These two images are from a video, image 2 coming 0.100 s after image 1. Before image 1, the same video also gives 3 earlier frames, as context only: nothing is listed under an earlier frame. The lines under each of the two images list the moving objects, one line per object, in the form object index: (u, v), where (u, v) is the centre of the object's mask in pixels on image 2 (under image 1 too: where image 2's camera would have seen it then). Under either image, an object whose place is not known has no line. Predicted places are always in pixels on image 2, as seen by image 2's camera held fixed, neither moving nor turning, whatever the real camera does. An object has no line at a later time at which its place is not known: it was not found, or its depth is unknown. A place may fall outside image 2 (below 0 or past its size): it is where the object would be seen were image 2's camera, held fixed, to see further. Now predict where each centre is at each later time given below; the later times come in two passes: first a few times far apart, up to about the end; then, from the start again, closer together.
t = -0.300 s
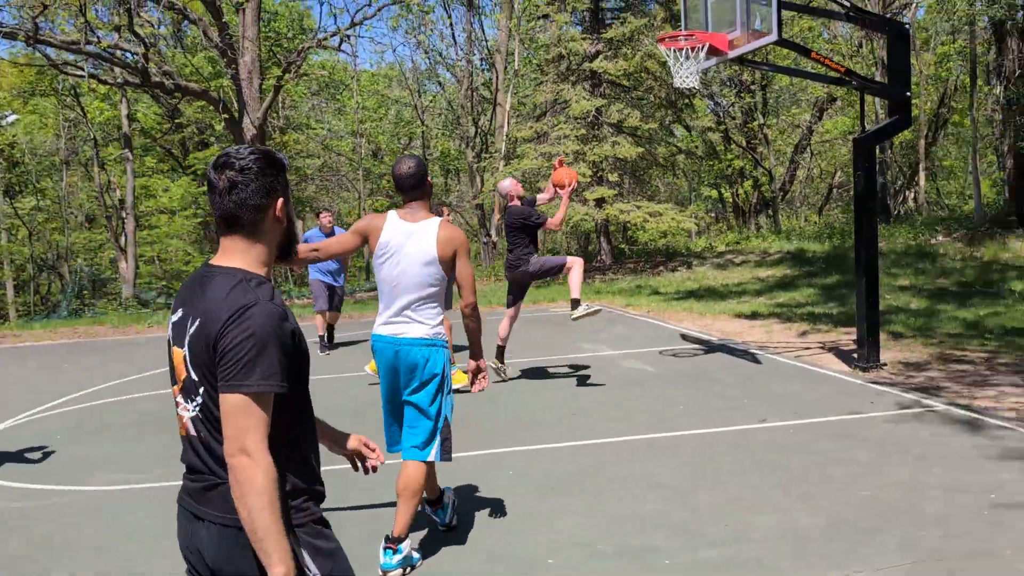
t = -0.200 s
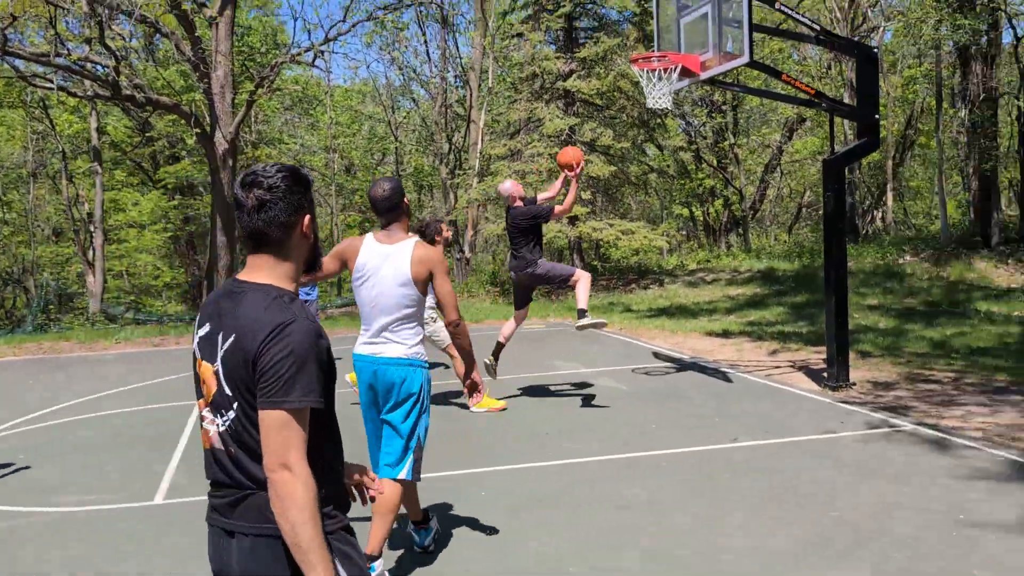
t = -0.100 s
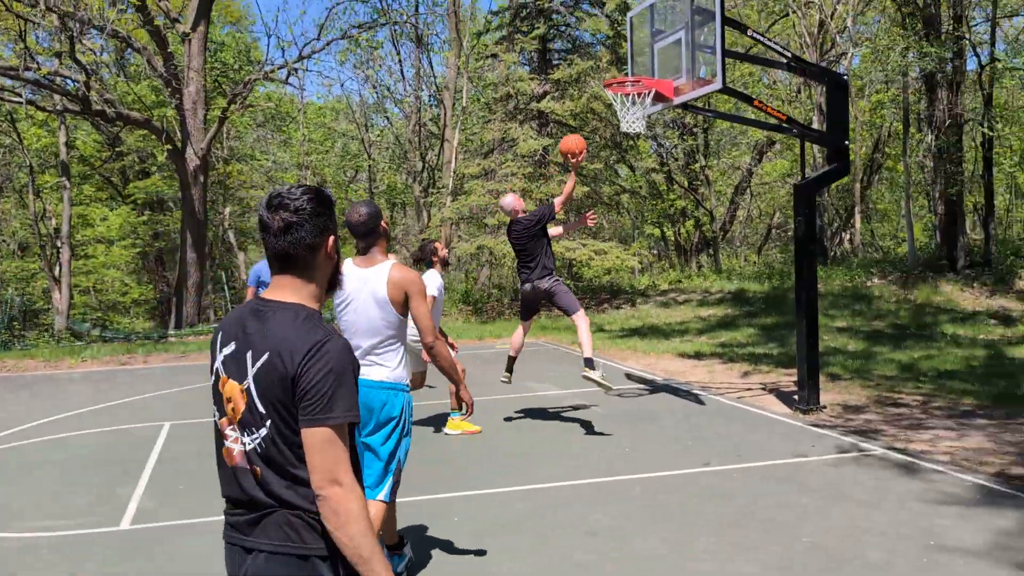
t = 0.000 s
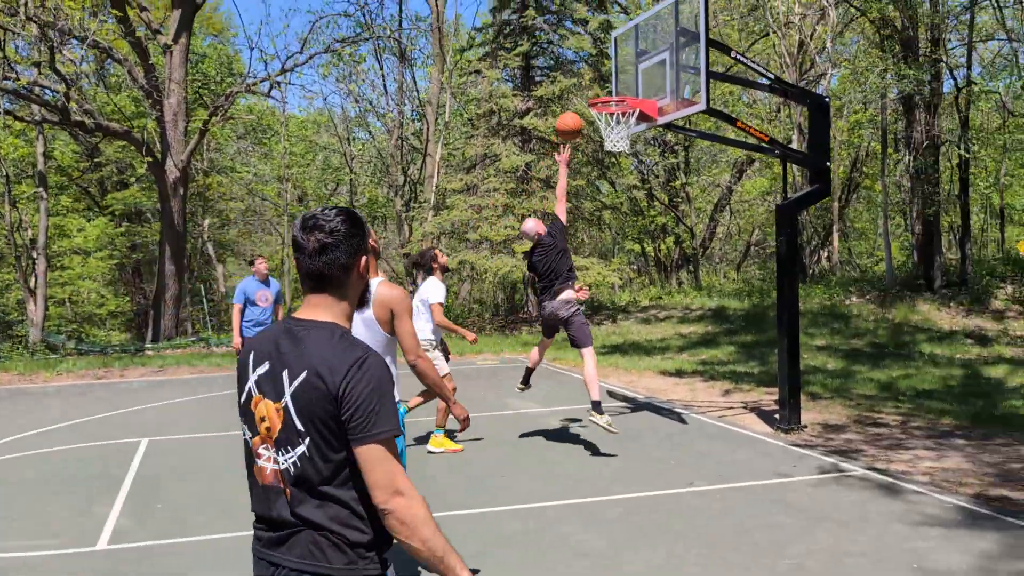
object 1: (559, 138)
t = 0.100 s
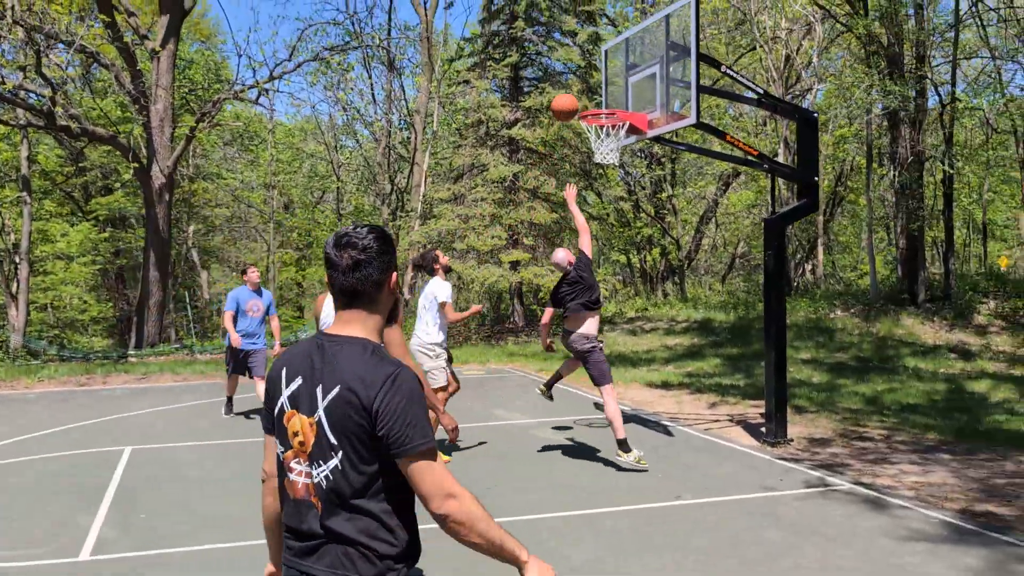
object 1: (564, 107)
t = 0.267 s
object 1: (574, 81)
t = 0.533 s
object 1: (588, 100)
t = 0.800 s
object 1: (602, 128)
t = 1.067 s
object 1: (600, 154)
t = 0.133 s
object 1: (567, 99)
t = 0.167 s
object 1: (569, 93)
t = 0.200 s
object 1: (571, 88)
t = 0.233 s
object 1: (572, 84)
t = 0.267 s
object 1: (574, 81)
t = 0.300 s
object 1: (576, 80)
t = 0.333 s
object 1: (578, 80)
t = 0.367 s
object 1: (580, 80)
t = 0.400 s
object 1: (582, 83)
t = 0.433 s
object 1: (583, 86)
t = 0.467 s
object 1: (585, 90)
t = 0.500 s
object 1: (587, 96)
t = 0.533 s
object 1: (588, 100)
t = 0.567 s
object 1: (595, 101)
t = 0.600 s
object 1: (602, 102)
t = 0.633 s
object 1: (609, 103)
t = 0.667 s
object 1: (617, 105)
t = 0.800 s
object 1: (602, 128)
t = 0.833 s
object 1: (601, 126)
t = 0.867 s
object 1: (598, 128)
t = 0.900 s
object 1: (597, 131)
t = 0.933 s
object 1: (596, 133)
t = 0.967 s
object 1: (596, 142)
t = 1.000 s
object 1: (598, 146)
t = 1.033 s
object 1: (599, 151)
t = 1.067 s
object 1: (600, 154)
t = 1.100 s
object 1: (603, 159)
